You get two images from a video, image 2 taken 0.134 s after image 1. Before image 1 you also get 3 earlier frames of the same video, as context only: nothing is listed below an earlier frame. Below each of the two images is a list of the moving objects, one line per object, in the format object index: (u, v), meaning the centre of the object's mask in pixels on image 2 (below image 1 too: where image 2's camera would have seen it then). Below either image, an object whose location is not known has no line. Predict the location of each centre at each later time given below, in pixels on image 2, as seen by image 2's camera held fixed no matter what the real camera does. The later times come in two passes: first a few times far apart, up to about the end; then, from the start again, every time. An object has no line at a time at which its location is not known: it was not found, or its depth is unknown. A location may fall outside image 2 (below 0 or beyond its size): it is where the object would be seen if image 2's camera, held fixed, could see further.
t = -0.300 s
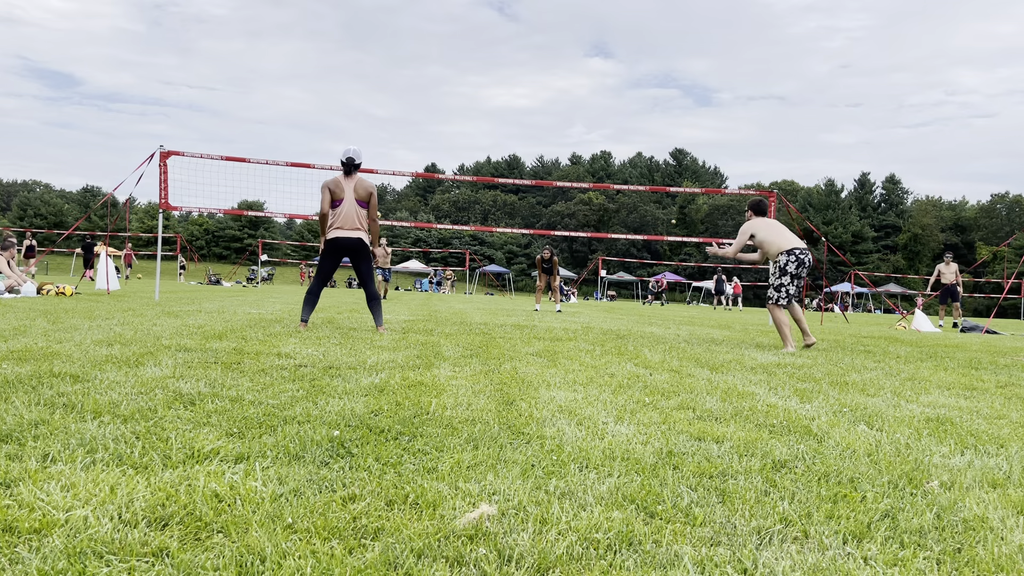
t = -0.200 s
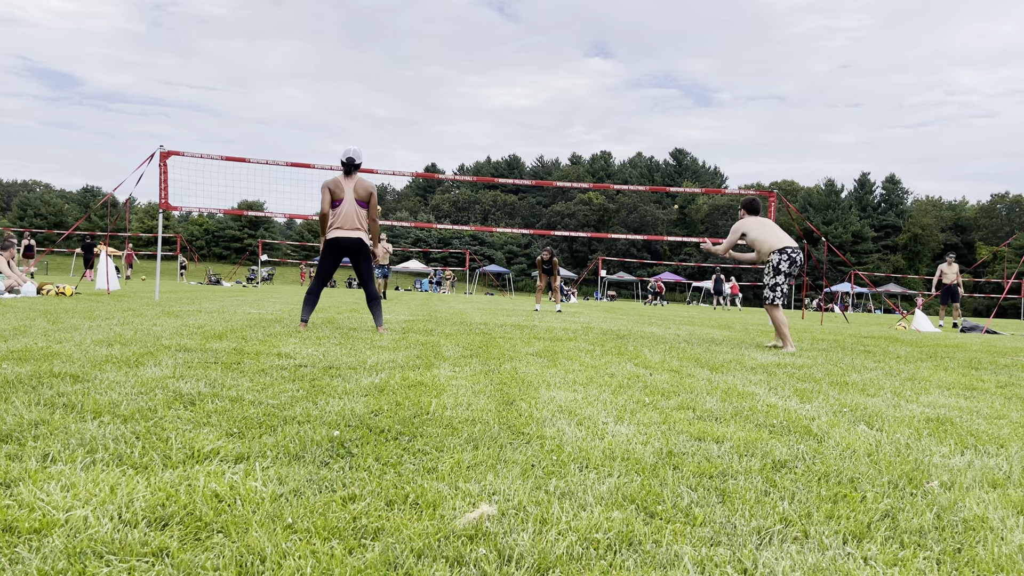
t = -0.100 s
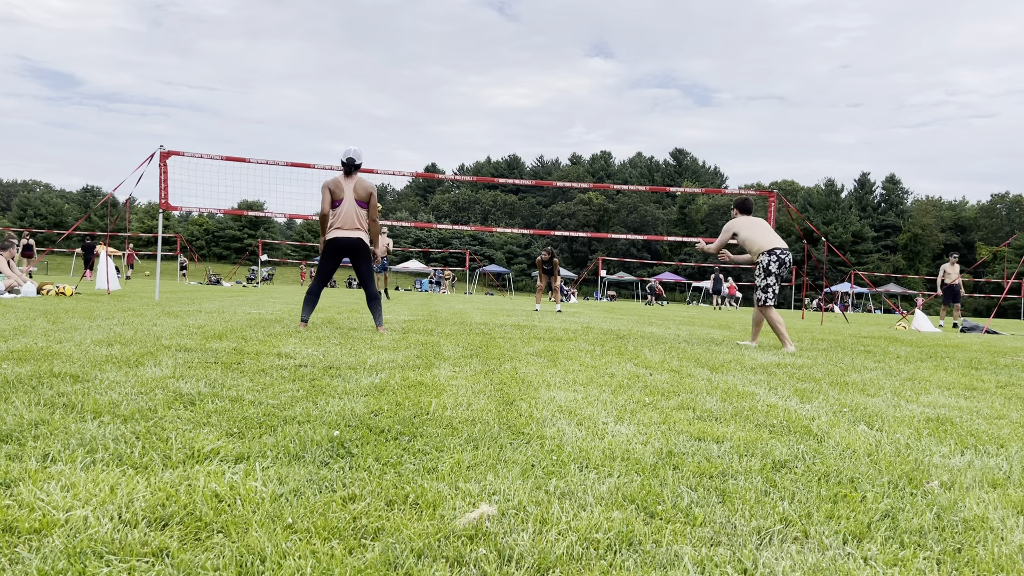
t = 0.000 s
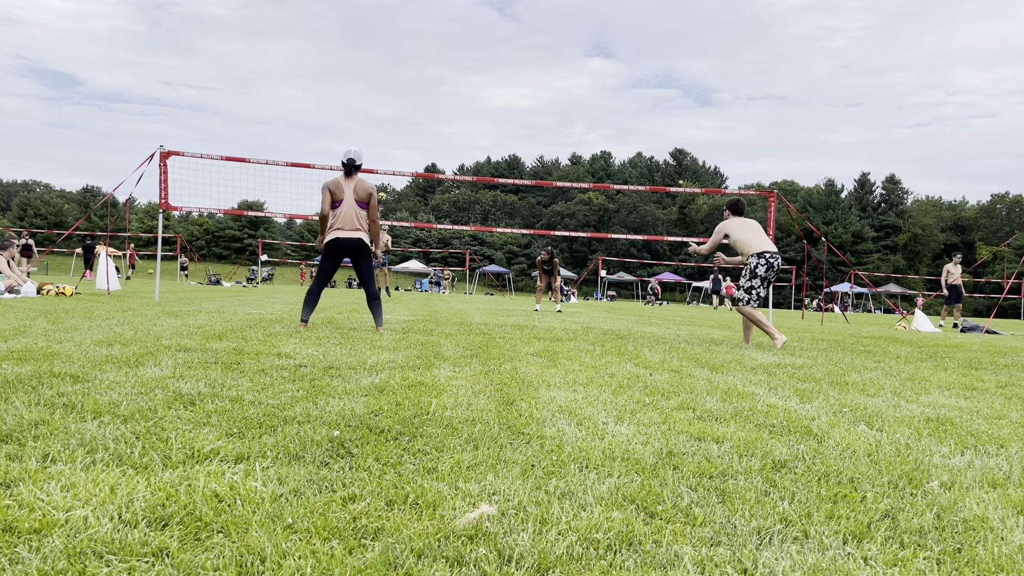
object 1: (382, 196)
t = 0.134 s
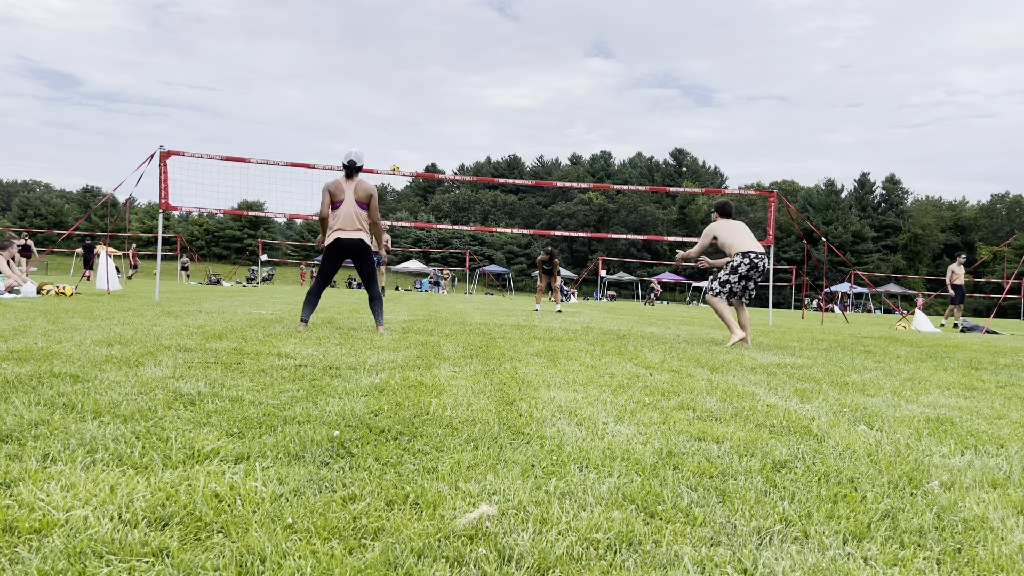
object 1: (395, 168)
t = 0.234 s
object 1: (407, 149)
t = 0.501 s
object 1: (452, 102)
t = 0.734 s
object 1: (505, 79)
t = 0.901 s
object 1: (552, 84)
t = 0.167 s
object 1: (399, 163)
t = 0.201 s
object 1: (403, 156)
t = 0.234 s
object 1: (407, 149)
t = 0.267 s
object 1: (411, 143)
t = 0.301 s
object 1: (416, 136)
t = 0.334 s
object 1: (421, 130)
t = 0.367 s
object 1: (427, 124)
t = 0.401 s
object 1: (433, 118)
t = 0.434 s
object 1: (439, 113)
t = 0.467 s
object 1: (445, 107)
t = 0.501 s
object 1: (452, 102)
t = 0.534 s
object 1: (459, 97)
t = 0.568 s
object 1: (466, 93)
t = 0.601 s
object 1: (474, 89)
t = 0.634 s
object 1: (481, 86)
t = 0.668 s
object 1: (489, 83)
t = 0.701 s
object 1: (497, 81)
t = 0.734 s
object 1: (505, 79)
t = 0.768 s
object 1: (513, 78)
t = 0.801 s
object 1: (522, 78)
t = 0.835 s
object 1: (532, 79)
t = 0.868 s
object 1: (542, 81)
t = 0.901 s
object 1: (552, 84)
